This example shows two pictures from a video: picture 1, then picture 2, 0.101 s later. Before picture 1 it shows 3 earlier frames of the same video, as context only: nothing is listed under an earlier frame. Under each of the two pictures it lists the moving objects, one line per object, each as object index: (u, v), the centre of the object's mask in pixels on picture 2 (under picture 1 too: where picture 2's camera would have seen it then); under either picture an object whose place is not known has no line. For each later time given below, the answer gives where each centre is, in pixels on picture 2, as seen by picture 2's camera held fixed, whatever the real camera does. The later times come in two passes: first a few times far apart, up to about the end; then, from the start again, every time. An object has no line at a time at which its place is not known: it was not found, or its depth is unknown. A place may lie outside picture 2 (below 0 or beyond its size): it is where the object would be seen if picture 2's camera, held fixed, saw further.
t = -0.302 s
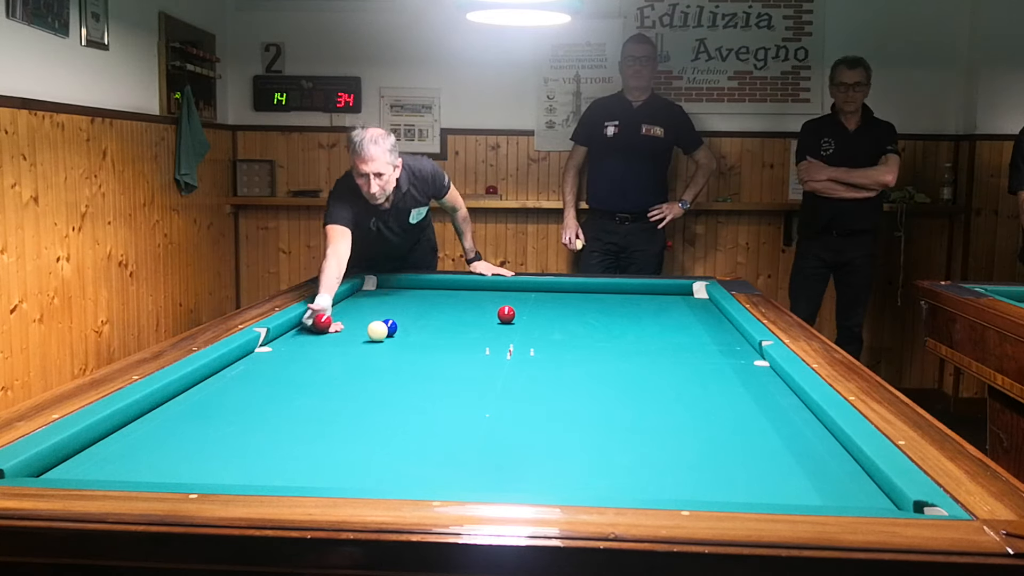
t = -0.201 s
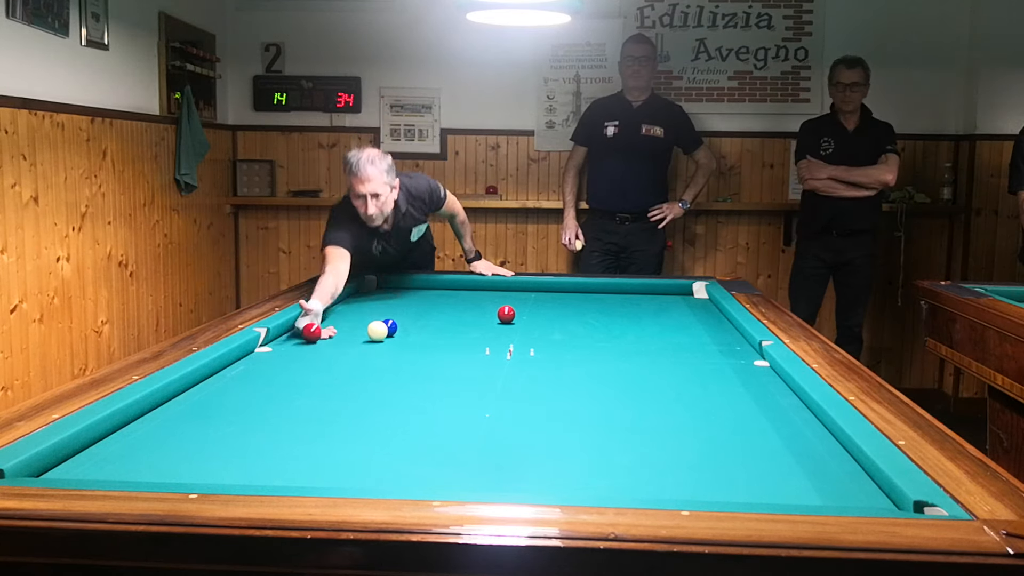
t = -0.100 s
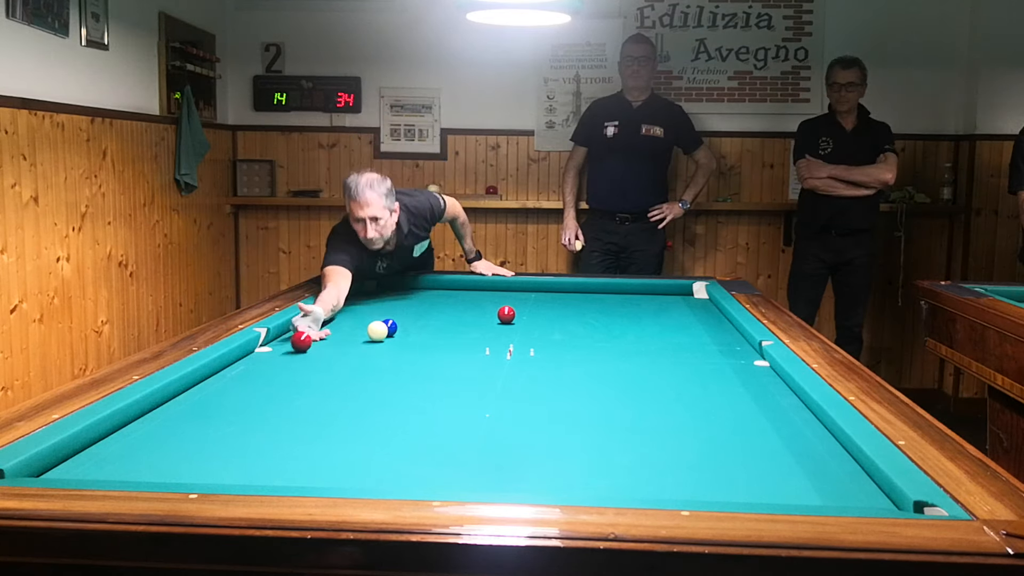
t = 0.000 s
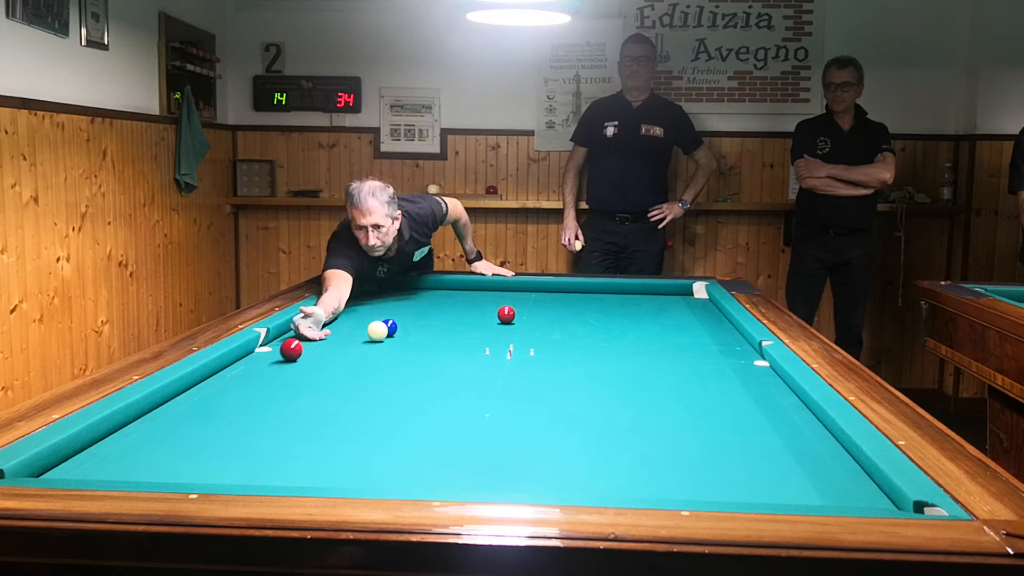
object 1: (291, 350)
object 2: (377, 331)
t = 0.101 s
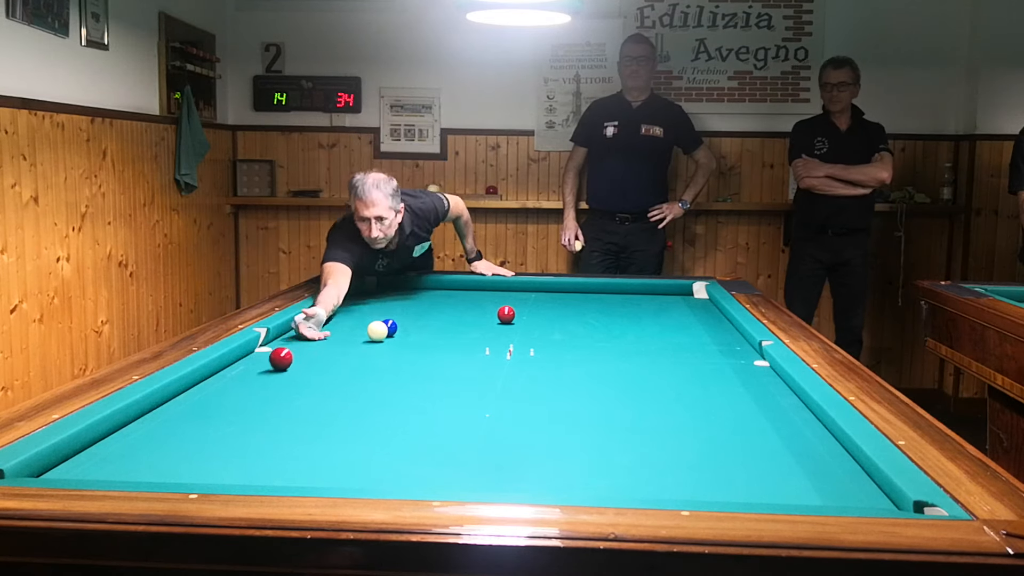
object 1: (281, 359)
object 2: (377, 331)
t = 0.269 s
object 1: (262, 375)
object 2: (377, 331)
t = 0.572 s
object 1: (219, 413)
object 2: (377, 331)
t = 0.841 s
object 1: (168, 457)
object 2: (377, 331)
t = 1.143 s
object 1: (163, 468)
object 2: (377, 331)
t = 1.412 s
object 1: (213, 440)
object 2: (377, 331)
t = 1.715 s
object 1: (257, 413)
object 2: (377, 331)
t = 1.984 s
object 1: (290, 393)
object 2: (377, 331)
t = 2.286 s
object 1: (320, 374)
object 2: (377, 331)
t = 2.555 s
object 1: (343, 360)
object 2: (377, 331)
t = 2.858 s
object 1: (364, 347)
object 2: (377, 331)
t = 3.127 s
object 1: (381, 337)
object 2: (375, 327)
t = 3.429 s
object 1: (408, 331)
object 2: (368, 327)
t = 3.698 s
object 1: (432, 327)
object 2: (358, 323)
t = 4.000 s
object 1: (456, 323)
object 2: (349, 318)
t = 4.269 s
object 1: (476, 320)
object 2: (342, 315)
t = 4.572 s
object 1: (497, 317)
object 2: (334, 312)
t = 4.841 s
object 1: (507, 317)
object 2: (329, 309)
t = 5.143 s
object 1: (517, 316)
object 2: (335, 306)
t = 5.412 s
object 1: (524, 317)
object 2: (342, 305)
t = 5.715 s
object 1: (531, 316)
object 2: (349, 303)
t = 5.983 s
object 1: (536, 316)
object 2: (356, 302)
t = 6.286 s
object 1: (541, 316)
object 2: (362, 301)
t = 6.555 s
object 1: (544, 316)
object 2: (367, 300)
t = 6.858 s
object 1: (546, 316)
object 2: (372, 299)
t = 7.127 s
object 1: (548, 316)
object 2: (376, 298)
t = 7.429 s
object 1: (549, 316)
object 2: (380, 297)
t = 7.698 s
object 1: (548, 316)
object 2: (382, 297)
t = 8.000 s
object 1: (548, 316)
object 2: (385, 296)
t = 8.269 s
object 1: (548, 316)
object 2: (386, 296)
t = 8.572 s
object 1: (548, 316)
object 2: (387, 296)
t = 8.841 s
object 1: (548, 316)
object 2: (387, 296)
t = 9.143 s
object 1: (548, 316)
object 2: (387, 296)
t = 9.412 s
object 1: (548, 316)
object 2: (387, 296)
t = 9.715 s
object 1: (548, 316)
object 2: (387, 296)
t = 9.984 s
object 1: (548, 316)
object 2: (387, 296)
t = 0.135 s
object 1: (278, 362)
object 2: (377, 331)
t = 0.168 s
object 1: (274, 365)
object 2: (377, 331)
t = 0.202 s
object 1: (270, 368)
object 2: (377, 331)
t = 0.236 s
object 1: (266, 372)
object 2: (377, 331)
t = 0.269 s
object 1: (262, 375)
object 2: (377, 331)
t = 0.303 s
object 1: (258, 379)
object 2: (377, 331)
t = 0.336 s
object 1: (254, 383)
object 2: (377, 331)
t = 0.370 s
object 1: (249, 387)
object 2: (377, 331)
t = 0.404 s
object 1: (245, 391)
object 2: (377, 331)
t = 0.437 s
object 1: (240, 395)
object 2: (377, 331)
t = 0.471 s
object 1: (235, 399)
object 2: (377, 331)
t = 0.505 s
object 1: (230, 403)
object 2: (377, 331)
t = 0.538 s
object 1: (225, 408)
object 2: (377, 331)
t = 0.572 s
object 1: (219, 413)
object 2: (377, 331)
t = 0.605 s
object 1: (214, 417)
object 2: (377, 331)
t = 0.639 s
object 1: (208, 423)
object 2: (377, 331)
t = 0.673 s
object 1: (202, 428)
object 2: (377, 331)
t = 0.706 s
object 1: (196, 433)
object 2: (377, 331)
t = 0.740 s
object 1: (189, 439)
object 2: (377, 331)
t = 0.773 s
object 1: (183, 445)
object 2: (377, 331)
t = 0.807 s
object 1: (176, 451)
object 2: (377, 331)
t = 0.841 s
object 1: (168, 457)
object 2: (377, 331)
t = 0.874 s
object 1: (161, 463)
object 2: (377, 331)
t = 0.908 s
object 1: (153, 467)
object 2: (377, 331)
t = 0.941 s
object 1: (145, 471)
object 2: (377, 331)
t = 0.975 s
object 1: (137, 474)
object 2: (377, 331)
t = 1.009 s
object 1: (130, 478)
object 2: (377, 331)
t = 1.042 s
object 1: (137, 476)
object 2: (377, 331)
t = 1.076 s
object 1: (146, 473)
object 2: (377, 331)
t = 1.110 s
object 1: (155, 470)
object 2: (377, 331)
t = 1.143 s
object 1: (163, 468)
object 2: (377, 331)
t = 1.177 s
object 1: (170, 465)
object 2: (377, 331)
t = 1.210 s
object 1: (177, 462)
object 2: (377, 331)
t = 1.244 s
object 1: (183, 458)
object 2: (377, 331)
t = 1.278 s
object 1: (189, 454)
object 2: (377, 331)
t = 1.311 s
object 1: (196, 450)
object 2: (377, 331)
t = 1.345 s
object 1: (201, 447)
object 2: (377, 331)
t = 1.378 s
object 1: (207, 443)
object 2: (377, 331)
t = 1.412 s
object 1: (213, 440)
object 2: (377, 331)
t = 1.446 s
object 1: (218, 437)
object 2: (377, 331)
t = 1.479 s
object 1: (224, 433)
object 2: (377, 331)
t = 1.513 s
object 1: (229, 430)
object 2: (377, 331)
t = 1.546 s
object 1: (234, 427)
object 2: (377, 331)
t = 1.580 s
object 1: (239, 424)
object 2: (377, 331)
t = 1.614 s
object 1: (244, 421)
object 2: (377, 331)
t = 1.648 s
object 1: (249, 418)
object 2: (377, 331)
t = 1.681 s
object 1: (253, 415)
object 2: (377, 331)
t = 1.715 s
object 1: (257, 413)
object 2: (377, 331)
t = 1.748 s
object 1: (262, 410)
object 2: (377, 331)
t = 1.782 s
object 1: (266, 408)
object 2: (377, 331)
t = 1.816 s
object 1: (270, 405)
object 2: (377, 331)
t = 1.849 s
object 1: (275, 402)
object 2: (377, 331)
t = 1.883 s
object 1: (278, 400)
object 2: (377, 331)
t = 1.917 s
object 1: (282, 397)
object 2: (377, 331)
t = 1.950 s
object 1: (286, 395)
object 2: (377, 331)
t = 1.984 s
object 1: (290, 393)
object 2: (377, 331)
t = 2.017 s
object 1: (293, 391)
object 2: (377, 331)
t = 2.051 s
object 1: (297, 388)
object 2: (377, 331)
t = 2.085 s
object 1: (300, 386)
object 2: (377, 331)
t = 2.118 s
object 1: (304, 384)
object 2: (377, 331)
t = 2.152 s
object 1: (307, 382)
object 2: (377, 331)
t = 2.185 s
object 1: (310, 380)
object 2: (377, 331)
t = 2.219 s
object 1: (314, 378)
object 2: (377, 331)
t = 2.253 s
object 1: (317, 376)
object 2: (377, 331)
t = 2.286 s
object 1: (320, 374)
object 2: (377, 331)
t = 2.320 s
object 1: (323, 372)
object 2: (377, 331)
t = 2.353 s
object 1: (326, 371)
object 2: (377, 331)
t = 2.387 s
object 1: (329, 369)
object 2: (377, 331)
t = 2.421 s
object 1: (332, 367)
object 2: (377, 331)
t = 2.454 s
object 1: (335, 365)
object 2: (377, 331)
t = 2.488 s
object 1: (337, 364)
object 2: (377, 331)
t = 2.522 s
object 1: (340, 362)
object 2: (377, 331)
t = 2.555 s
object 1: (343, 360)
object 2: (377, 331)
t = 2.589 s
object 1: (345, 359)
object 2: (377, 331)
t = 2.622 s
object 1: (348, 357)
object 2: (377, 331)
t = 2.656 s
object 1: (350, 356)
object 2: (377, 331)
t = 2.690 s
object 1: (353, 354)
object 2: (377, 331)
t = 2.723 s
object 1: (355, 353)
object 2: (377, 331)
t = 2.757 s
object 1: (357, 351)
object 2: (377, 331)
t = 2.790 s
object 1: (360, 350)
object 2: (377, 331)
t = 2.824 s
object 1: (362, 348)
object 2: (377, 331)
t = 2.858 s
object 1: (364, 347)
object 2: (377, 331)
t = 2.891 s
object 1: (366, 346)
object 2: (378, 330)
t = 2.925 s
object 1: (368, 345)
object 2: (378, 330)
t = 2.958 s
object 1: (371, 343)
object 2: (378, 329)
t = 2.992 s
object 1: (373, 342)
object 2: (378, 328)
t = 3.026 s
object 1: (375, 341)
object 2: (378, 328)
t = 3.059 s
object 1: (377, 339)
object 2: (378, 327)
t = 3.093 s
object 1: (379, 338)
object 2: (377, 326)
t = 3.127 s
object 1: (381, 337)
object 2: (375, 327)
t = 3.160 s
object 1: (383, 336)
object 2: (374, 328)
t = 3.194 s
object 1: (385, 335)
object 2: (374, 329)
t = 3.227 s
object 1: (389, 334)
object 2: (374, 330)
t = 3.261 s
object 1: (392, 334)
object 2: (374, 330)
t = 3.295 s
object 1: (396, 333)
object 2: (373, 329)
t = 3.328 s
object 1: (399, 333)
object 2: (371, 328)
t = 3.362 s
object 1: (402, 332)
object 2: (370, 328)
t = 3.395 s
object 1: (405, 332)
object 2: (369, 327)
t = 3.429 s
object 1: (408, 331)
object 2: (368, 327)
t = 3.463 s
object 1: (411, 331)
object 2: (366, 326)
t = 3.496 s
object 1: (414, 330)
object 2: (365, 326)
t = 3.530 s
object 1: (417, 330)
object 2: (364, 325)
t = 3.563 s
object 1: (420, 329)
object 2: (363, 325)
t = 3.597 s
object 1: (423, 329)
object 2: (362, 324)
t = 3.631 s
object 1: (426, 328)
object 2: (361, 324)
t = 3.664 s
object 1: (429, 328)
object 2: (360, 323)
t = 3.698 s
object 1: (432, 327)
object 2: (358, 323)
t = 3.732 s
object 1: (435, 327)
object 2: (357, 322)
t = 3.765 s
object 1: (438, 326)
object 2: (356, 322)
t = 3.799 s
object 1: (440, 326)
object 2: (355, 321)
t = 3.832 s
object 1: (443, 326)
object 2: (354, 321)
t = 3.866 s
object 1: (446, 325)
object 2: (353, 320)
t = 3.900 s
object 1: (448, 325)
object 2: (352, 320)
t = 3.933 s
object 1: (451, 325)
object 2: (351, 319)
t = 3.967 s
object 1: (454, 324)
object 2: (350, 319)
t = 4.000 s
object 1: (456, 323)
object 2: (349, 318)
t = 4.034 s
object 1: (459, 323)
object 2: (348, 318)
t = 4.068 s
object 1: (462, 323)
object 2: (347, 318)
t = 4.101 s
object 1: (464, 322)
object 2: (346, 317)
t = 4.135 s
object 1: (467, 322)
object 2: (345, 317)
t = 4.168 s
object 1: (469, 322)
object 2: (344, 316)
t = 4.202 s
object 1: (472, 321)
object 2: (344, 316)
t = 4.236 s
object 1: (474, 321)
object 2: (343, 316)
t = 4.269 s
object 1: (476, 320)
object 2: (342, 315)
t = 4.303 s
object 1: (479, 320)
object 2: (341, 315)
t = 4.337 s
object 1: (481, 320)
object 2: (340, 315)
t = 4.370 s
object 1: (483, 319)
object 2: (339, 314)
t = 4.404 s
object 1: (486, 319)
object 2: (338, 314)
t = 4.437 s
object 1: (488, 318)
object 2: (338, 313)
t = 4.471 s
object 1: (490, 318)
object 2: (337, 313)
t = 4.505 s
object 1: (493, 318)
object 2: (336, 312)
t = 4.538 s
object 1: (494, 318)
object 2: (335, 312)
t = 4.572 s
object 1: (497, 317)
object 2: (334, 312)
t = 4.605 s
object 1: (499, 317)
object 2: (334, 311)
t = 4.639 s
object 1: (500, 317)
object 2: (333, 311)
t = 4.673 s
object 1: (501, 317)
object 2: (332, 311)
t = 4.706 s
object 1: (502, 317)
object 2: (331, 310)
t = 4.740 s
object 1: (503, 317)
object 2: (331, 310)
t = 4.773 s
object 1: (504, 317)
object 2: (330, 310)
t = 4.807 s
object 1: (506, 317)
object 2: (329, 309)
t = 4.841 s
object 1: (507, 317)
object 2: (329, 309)
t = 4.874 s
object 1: (508, 317)
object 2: (328, 309)
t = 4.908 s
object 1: (509, 317)
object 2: (328, 308)
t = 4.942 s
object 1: (510, 317)
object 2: (329, 308)
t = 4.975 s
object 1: (511, 317)
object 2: (330, 308)
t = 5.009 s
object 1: (512, 317)
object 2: (331, 307)
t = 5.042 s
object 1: (513, 316)
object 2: (332, 307)
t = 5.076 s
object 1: (515, 316)
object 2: (333, 307)
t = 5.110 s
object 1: (516, 316)
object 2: (333, 307)
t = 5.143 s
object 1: (517, 316)
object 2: (335, 306)
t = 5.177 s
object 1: (517, 316)
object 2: (335, 306)
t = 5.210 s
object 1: (518, 316)
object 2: (336, 306)
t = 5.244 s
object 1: (520, 316)
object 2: (337, 306)
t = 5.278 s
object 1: (521, 316)
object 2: (338, 306)
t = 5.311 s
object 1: (521, 316)
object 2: (339, 305)
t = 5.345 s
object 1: (522, 316)
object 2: (340, 305)
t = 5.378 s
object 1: (523, 317)
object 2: (341, 305)
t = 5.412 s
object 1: (524, 317)
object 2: (342, 305)
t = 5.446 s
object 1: (524, 317)
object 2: (343, 304)
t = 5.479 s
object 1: (525, 317)
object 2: (343, 304)
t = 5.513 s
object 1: (526, 316)
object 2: (344, 304)
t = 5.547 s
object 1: (527, 316)
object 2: (345, 304)
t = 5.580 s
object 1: (528, 316)
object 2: (346, 304)
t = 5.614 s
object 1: (529, 316)
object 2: (347, 304)
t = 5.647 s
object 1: (529, 316)
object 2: (348, 304)
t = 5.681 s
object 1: (530, 316)
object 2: (349, 303)
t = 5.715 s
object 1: (531, 316)
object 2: (349, 303)
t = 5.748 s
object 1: (531, 316)
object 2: (350, 303)
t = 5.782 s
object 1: (532, 316)
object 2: (351, 303)
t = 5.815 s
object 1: (533, 316)
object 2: (352, 303)
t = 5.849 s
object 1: (533, 316)
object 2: (352, 303)
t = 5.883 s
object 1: (534, 316)
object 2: (353, 302)
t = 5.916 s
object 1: (535, 316)
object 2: (354, 302)
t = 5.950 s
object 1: (535, 316)
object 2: (355, 302)
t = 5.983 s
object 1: (536, 316)
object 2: (356, 302)
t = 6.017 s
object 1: (537, 316)
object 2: (356, 302)
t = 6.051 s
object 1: (537, 316)
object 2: (357, 302)
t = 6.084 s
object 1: (538, 316)
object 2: (358, 301)
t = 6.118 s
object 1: (538, 316)
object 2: (359, 301)
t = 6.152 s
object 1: (539, 316)
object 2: (359, 301)
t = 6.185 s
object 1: (539, 316)
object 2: (360, 301)
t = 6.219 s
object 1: (540, 316)
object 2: (361, 301)
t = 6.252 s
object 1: (540, 316)
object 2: (361, 301)
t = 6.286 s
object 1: (541, 316)
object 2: (362, 301)
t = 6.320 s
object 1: (541, 316)
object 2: (363, 301)
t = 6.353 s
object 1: (541, 316)
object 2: (363, 300)
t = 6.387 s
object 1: (542, 316)
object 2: (364, 300)
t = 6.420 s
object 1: (542, 316)
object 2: (364, 300)
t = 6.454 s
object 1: (543, 316)
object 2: (365, 300)
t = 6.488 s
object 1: (543, 316)
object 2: (366, 300)
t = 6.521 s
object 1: (544, 316)
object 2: (366, 300)
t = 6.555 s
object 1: (544, 316)
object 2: (367, 300)
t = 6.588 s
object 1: (544, 316)
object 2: (368, 300)
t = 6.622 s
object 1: (545, 316)
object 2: (368, 299)
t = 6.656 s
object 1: (545, 316)
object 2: (369, 299)
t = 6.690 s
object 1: (545, 316)
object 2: (369, 299)
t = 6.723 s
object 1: (546, 316)
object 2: (370, 299)
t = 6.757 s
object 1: (546, 316)
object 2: (370, 299)
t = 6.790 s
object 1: (546, 316)
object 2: (371, 299)
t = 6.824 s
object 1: (546, 316)
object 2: (371, 299)
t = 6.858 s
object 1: (546, 316)
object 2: (372, 299)
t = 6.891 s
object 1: (547, 316)
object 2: (372, 299)
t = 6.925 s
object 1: (547, 316)
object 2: (373, 299)
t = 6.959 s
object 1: (547, 316)
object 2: (374, 298)
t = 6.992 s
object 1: (547, 316)
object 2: (374, 298)
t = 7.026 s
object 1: (547, 316)
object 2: (375, 298)
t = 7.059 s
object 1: (548, 316)
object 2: (375, 298)
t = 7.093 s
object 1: (548, 316)
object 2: (376, 298)
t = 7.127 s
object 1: (548, 316)
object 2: (376, 298)
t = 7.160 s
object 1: (548, 316)
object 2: (377, 298)
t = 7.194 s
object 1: (548, 316)
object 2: (377, 298)
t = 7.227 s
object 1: (548, 316)
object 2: (377, 298)
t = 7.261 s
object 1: (548, 316)
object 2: (378, 298)
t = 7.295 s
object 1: (548, 316)
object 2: (378, 298)
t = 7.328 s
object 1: (549, 316)
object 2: (379, 297)
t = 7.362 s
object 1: (549, 316)
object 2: (379, 297)
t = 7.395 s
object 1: (549, 316)
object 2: (379, 297)
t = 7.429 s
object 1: (549, 316)
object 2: (380, 297)
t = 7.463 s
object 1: (549, 316)
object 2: (380, 297)
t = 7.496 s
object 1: (549, 316)
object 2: (380, 297)
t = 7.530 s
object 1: (549, 316)
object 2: (381, 297)
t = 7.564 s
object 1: (549, 316)
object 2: (381, 297)
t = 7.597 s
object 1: (549, 316)
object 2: (381, 297)
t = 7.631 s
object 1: (549, 316)
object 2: (382, 297)
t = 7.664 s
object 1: (548, 316)
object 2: (382, 297)
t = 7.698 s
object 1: (548, 316)
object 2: (382, 297)
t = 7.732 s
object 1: (548, 316)
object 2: (383, 297)
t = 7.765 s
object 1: (548, 316)
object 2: (383, 297)
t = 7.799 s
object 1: (548, 316)
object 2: (383, 297)
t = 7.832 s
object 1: (548, 316)
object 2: (383, 297)
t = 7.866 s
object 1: (548, 316)
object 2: (384, 297)
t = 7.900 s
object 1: (548, 316)
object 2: (384, 297)
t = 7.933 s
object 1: (548, 316)
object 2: (384, 297)
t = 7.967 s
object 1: (548, 316)
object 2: (385, 297)
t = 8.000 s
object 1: (548, 316)
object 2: (385, 296)
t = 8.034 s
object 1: (548, 316)
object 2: (385, 296)
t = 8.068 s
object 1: (548, 316)
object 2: (385, 296)
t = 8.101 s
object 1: (548, 316)
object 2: (385, 296)
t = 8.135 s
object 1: (548, 316)
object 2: (386, 296)
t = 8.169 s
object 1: (548, 316)
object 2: (386, 296)
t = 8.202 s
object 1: (548, 316)
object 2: (386, 296)
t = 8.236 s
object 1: (548, 316)
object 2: (386, 296)
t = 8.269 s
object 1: (548, 316)
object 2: (386, 296)
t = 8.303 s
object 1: (548, 316)
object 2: (386, 296)
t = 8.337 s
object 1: (548, 316)
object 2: (386, 296)
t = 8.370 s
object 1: (548, 316)
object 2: (387, 296)
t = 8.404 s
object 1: (548, 316)
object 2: (387, 296)
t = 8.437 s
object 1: (548, 316)
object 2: (387, 296)
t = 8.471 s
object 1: (548, 316)
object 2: (387, 296)
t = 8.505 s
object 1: (548, 316)
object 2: (387, 296)
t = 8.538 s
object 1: (548, 316)
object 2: (387, 296)
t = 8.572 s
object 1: (548, 316)
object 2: (387, 296)
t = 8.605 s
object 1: (548, 316)
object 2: (387, 296)
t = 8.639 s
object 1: (548, 316)
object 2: (387, 296)
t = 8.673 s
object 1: (548, 316)
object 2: (387, 296)
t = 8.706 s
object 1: (548, 316)
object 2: (387, 296)
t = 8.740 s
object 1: (548, 316)
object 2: (387, 296)
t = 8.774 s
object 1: (548, 316)
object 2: (387, 296)
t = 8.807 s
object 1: (548, 316)
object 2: (387, 296)
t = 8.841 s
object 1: (548, 316)
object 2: (387, 296)
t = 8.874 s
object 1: (548, 316)
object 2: (387, 296)
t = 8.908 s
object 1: (548, 316)
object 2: (387, 296)
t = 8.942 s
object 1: (548, 316)
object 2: (387, 296)
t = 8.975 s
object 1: (548, 316)
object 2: (387, 296)
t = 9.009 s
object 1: (548, 316)
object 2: (387, 296)
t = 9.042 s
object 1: (548, 316)
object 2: (387, 296)
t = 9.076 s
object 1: (548, 316)
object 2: (387, 296)
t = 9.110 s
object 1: (548, 316)
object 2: (387, 296)
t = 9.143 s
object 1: (548, 316)
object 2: (387, 296)
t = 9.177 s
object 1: (548, 316)
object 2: (387, 296)
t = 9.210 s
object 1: (548, 316)
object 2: (387, 296)
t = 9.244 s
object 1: (548, 316)
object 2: (387, 296)
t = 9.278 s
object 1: (548, 316)
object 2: (387, 296)
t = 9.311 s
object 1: (548, 316)
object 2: (387, 296)
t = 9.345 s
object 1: (548, 316)
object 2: (387, 296)
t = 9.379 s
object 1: (548, 316)
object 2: (387, 296)
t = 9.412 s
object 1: (548, 316)
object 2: (387, 296)
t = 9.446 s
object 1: (548, 316)
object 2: (387, 296)
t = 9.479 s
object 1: (548, 316)
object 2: (387, 296)
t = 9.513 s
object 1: (548, 316)
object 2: (387, 296)
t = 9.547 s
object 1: (548, 316)
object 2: (387, 296)
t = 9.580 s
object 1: (548, 316)
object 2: (387, 296)
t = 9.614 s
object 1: (548, 316)
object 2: (387, 296)
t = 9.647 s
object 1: (548, 316)
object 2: (387, 296)
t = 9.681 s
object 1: (548, 316)
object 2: (387, 296)
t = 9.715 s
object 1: (548, 316)
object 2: (387, 296)
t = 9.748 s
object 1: (548, 316)
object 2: (387, 296)
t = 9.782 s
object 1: (548, 316)
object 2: (387, 296)
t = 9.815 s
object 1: (548, 316)
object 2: (387, 296)
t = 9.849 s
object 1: (548, 316)
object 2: (387, 296)
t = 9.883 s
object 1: (548, 316)
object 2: (387, 296)
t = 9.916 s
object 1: (548, 316)
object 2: (387, 296)
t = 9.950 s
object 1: (548, 316)
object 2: (387, 296)
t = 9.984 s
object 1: (548, 316)
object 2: (387, 296)
